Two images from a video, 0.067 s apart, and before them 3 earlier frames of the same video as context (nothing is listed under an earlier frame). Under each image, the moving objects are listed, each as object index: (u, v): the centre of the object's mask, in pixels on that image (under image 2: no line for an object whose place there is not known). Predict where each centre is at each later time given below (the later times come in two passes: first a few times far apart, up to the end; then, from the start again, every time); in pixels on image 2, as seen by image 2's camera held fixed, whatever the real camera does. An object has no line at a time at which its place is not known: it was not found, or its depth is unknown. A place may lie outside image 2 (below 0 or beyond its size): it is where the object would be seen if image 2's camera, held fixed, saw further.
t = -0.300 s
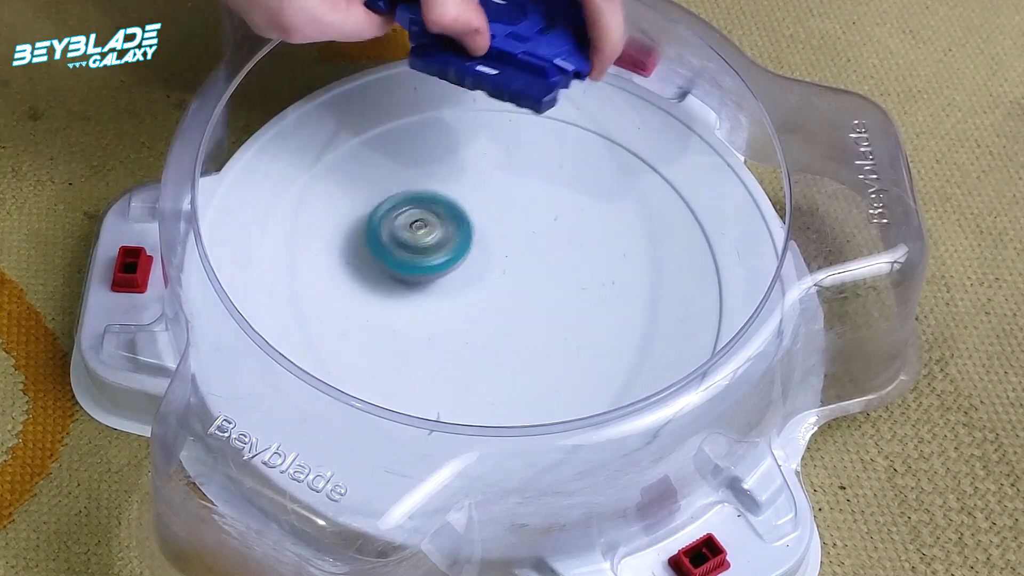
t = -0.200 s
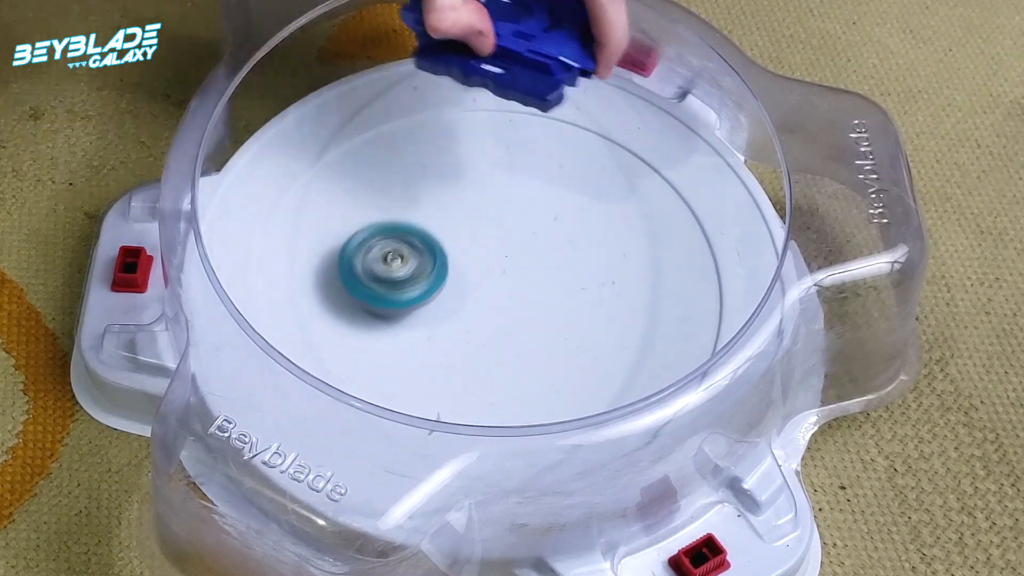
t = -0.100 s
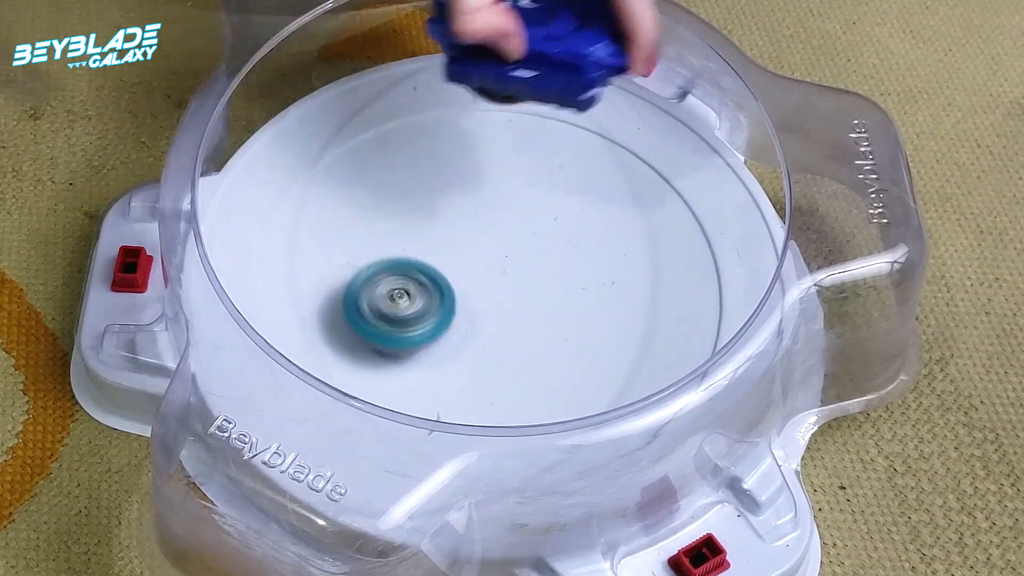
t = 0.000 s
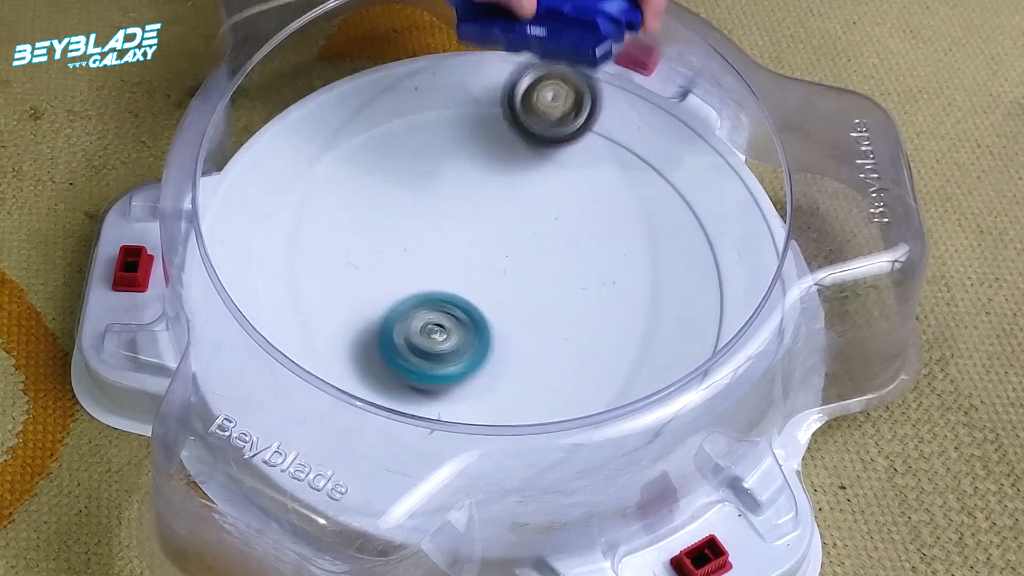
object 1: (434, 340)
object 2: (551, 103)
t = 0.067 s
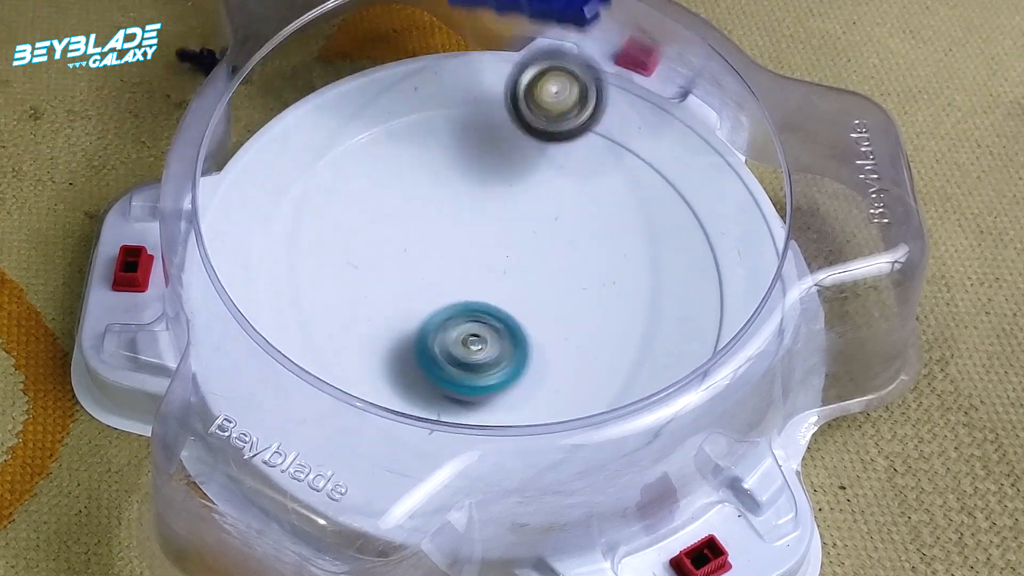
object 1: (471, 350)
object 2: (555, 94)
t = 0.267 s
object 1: (570, 306)
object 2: (559, 200)
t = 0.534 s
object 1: (543, 362)
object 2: (524, 126)
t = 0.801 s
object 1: (506, 449)
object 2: (484, 95)
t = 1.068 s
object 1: (516, 366)
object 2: (465, 202)
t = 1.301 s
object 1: (556, 351)
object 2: (485, 143)
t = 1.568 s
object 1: (453, 315)
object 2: (472, 202)
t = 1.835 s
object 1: (372, 336)
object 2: (601, 251)
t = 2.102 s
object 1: (436, 314)
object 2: (615, 201)
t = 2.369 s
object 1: (390, 277)
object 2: (553, 201)
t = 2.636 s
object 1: (356, 324)
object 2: (586, 217)
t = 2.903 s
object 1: (461, 254)
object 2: (614, 248)
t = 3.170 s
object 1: (392, 199)
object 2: (631, 214)
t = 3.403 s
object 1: (394, 255)
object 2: (504, 270)
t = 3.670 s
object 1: (424, 252)
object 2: (657, 379)
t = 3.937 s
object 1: (512, 229)
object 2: (640, 254)
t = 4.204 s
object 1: (389, 165)
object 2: (565, 324)
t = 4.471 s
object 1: (431, 261)
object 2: (612, 332)
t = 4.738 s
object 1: (448, 180)
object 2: (638, 363)
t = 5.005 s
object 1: (441, 240)
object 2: (523, 303)
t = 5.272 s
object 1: (410, 206)
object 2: (577, 429)
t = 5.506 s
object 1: (436, 250)
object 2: (577, 327)
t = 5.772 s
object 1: (298, 103)
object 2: (711, 361)
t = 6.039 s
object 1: (375, 216)
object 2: (606, 312)
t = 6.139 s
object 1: (417, 253)
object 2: (514, 305)
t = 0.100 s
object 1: (492, 350)
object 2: (556, 112)
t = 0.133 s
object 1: (512, 345)
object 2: (553, 143)
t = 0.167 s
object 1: (532, 336)
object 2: (555, 155)
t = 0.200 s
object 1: (549, 323)
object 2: (558, 171)
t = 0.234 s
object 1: (561, 310)
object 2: (558, 191)
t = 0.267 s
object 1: (570, 306)
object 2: (559, 200)
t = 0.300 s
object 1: (575, 325)
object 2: (559, 180)
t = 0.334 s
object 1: (578, 344)
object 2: (558, 163)
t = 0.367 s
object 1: (577, 356)
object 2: (557, 148)
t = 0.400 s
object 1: (573, 367)
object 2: (555, 136)
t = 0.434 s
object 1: (566, 371)
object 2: (551, 128)
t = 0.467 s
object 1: (558, 373)
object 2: (544, 123)
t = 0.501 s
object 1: (551, 370)
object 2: (535, 122)
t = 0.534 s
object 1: (543, 362)
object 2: (524, 126)
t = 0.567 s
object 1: (536, 351)
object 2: (513, 134)
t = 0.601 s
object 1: (530, 339)
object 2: (504, 149)
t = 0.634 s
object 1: (524, 323)
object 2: (496, 166)
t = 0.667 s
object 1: (520, 308)
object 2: (488, 187)
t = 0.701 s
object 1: (514, 313)
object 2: (485, 197)
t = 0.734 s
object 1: (509, 363)
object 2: (484, 154)
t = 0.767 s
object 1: (505, 406)
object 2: (484, 119)
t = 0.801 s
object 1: (506, 449)
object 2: (484, 95)
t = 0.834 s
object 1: (507, 471)
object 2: (482, 87)
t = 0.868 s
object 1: (508, 480)
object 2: (477, 94)
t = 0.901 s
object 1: (507, 473)
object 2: (473, 111)
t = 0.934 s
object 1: (509, 451)
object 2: (468, 128)
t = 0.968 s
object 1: (508, 440)
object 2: (463, 144)
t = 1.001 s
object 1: (510, 416)
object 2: (460, 163)
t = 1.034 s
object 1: (513, 390)
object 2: (461, 182)
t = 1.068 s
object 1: (516, 366)
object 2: (465, 202)
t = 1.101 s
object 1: (517, 339)
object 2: (474, 222)
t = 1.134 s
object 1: (534, 331)
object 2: (480, 205)
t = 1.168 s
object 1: (545, 344)
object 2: (483, 187)
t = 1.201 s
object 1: (553, 349)
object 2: (485, 170)
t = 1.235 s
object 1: (557, 352)
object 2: (487, 158)
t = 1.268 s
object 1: (559, 352)
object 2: (487, 148)
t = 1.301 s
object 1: (556, 351)
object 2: (485, 143)
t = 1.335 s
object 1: (550, 347)
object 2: (482, 140)
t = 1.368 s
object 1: (540, 342)
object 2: (475, 141)
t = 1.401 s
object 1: (528, 336)
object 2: (470, 144)
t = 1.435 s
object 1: (514, 331)
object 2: (466, 151)
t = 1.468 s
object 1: (500, 325)
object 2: (465, 160)
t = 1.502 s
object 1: (483, 321)
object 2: (464, 172)
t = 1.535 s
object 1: (468, 318)
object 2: (467, 187)
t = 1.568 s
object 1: (453, 315)
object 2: (472, 202)
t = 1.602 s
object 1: (439, 312)
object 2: (480, 216)
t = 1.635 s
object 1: (426, 311)
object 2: (490, 231)
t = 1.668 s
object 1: (409, 316)
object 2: (509, 239)
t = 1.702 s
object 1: (394, 322)
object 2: (529, 245)
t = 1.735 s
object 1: (383, 327)
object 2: (550, 249)
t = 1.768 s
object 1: (376, 332)
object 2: (570, 252)
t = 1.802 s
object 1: (372, 334)
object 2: (586, 252)
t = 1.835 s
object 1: (372, 336)
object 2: (601, 251)
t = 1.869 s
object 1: (375, 336)
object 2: (613, 249)
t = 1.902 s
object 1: (382, 335)
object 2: (621, 245)
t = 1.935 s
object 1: (390, 333)
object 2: (627, 239)
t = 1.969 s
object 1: (400, 330)
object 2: (629, 232)
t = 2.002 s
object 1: (409, 327)
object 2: (629, 225)
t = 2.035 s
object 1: (419, 323)
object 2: (627, 216)
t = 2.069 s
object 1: (428, 319)
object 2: (622, 209)
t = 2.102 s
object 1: (436, 314)
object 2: (615, 201)
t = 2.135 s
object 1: (443, 308)
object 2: (607, 196)
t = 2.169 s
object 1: (447, 302)
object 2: (595, 191)
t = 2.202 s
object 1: (451, 294)
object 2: (581, 190)
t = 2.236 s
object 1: (453, 286)
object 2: (564, 193)
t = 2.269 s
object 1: (453, 278)
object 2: (545, 199)
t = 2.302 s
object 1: (446, 271)
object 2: (532, 206)
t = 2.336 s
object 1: (416, 275)
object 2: (543, 202)
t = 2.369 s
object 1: (390, 277)
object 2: (553, 201)
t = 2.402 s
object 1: (367, 279)
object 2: (562, 202)
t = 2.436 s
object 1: (346, 281)
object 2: (569, 204)
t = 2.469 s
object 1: (331, 284)
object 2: (573, 206)
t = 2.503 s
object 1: (323, 290)
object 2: (577, 209)
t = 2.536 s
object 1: (321, 299)
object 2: (581, 211)
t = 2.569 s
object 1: (327, 309)
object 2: (584, 214)
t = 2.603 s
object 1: (340, 317)
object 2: (585, 215)
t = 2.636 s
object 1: (356, 324)
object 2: (586, 217)
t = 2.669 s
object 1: (376, 326)
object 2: (587, 219)
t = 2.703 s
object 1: (398, 323)
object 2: (586, 222)
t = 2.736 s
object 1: (419, 316)
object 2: (585, 225)
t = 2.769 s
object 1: (439, 306)
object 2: (583, 230)
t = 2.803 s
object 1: (458, 294)
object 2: (582, 235)
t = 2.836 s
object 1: (474, 279)
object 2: (579, 243)
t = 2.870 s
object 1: (470, 266)
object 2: (596, 246)
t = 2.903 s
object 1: (461, 254)
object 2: (614, 248)
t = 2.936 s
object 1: (454, 241)
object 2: (628, 247)
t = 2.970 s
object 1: (447, 228)
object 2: (638, 244)
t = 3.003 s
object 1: (440, 216)
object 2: (644, 240)
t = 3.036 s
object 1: (431, 207)
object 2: (648, 234)
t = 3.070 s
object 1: (421, 200)
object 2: (649, 229)
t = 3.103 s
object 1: (411, 196)
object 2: (646, 223)
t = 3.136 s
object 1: (401, 196)
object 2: (641, 218)
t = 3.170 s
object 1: (392, 199)
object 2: (631, 214)
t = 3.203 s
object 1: (385, 204)
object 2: (615, 214)
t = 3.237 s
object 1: (381, 213)
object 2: (595, 215)
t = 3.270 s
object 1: (380, 222)
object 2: (575, 221)
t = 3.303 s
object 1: (381, 232)
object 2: (555, 230)
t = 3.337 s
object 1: (384, 240)
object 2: (535, 242)
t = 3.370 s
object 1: (389, 248)
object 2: (516, 254)
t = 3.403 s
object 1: (394, 255)
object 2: (504, 270)
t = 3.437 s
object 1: (385, 254)
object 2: (511, 294)
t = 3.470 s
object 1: (379, 251)
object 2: (521, 320)
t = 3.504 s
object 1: (378, 249)
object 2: (537, 344)
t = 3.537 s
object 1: (384, 248)
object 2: (557, 366)
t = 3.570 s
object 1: (392, 248)
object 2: (581, 377)
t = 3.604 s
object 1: (402, 248)
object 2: (606, 380)
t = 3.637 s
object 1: (413, 250)
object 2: (634, 389)
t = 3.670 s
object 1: (424, 252)
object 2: (657, 379)
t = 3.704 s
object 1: (434, 255)
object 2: (676, 372)
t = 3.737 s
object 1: (444, 257)
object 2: (691, 360)
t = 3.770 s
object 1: (456, 256)
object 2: (709, 346)
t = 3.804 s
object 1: (468, 254)
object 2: (704, 328)
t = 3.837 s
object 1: (480, 250)
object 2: (707, 316)
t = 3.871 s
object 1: (492, 246)
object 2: (694, 298)
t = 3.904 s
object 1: (503, 238)
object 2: (671, 275)
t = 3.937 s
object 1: (512, 229)
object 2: (640, 254)
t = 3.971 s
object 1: (512, 217)
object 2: (613, 243)
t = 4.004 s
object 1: (481, 193)
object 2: (611, 247)
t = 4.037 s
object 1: (454, 173)
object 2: (603, 255)
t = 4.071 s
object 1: (431, 159)
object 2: (593, 266)
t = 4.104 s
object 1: (414, 152)
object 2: (582, 279)
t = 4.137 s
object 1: (402, 151)
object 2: (572, 293)
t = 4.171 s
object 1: (394, 156)
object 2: (566, 308)
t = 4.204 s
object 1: (389, 165)
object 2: (565, 324)
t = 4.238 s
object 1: (387, 178)
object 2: (569, 338)
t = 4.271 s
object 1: (388, 190)
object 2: (575, 350)
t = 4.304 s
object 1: (390, 204)
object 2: (586, 358)
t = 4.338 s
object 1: (396, 218)
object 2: (599, 362)
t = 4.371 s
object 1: (402, 231)
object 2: (611, 360)
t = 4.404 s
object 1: (411, 243)
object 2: (618, 353)
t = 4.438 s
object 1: (420, 253)
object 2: (619, 342)
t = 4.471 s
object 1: (431, 261)
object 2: (612, 332)
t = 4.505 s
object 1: (445, 268)
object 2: (598, 322)
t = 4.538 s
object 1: (462, 271)
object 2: (577, 314)
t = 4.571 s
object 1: (463, 259)
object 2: (571, 321)
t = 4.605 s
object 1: (453, 235)
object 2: (580, 341)
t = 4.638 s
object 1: (447, 214)
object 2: (594, 356)
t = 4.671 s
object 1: (444, 197)
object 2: (608, 366)
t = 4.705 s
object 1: (445, 186)
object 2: (623, 367)
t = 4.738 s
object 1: (448, 180)
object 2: (638, 363)
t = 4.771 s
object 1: (450, 178)
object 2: (649, 356)
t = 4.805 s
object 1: (452, 181)
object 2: (654, 348)
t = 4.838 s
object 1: (451, 187)
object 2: (650, 337)
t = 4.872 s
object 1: (448, 198)
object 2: (635, 322)
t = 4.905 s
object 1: (447, 210)
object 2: (612, 311)
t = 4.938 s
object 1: (447, 220)
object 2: (583, 304)
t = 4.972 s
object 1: (444, 232)
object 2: (555, 301)
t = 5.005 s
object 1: (441, 240)
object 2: (523, 303)
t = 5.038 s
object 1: (420, 225)
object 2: (515, 330)
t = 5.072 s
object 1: (403, 210)
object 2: (511, 357)
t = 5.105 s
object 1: (392, 199)
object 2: (513, 382)
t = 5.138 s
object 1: (387, 190)
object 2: (518, 405)
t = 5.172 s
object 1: (387, 187)
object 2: (532, 424)
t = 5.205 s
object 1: (392, 188)
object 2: (546, 439)
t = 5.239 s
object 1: (400, 195)
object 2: (564, 434)
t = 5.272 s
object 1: (410, 206)
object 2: (577, 429)
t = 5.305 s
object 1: (421, 218)
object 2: (589, 413)
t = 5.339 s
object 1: (431, 231)
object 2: (597, 385)
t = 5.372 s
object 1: (442, 245)
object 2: (603, 374)
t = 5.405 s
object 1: (449, 257)
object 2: (600, 357)
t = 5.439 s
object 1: (457, 269)
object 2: (583, 336)
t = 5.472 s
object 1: (466, 279)
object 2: (562, 318)
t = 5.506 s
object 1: (436, 250)
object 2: (577, 327)
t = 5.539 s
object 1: (396, 214)
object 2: (610, 360)
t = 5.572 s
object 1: (363, 175)
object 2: (634, 367)
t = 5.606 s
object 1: (334, 138)
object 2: (655, 366)
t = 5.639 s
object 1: (320, 111)
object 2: (665, 359)
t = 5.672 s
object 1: (307, 98)
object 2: (682, 366)
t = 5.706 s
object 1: (299, 93)
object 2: (700, 367)
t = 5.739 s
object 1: (297, 96)
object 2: (709, 368)
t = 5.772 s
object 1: (298, 103)
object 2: (711, 361)
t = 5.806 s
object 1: (303, 112)
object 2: (697, 351)
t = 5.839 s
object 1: (309, 122)
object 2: (718, 360)
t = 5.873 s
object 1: (316, 133)
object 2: (712, 352)
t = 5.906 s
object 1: (326, 150)
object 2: (695, 344)
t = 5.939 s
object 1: (335, 166)
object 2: (675, 341)
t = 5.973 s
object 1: (347, 184)
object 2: (661, 333)
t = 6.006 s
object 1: (361, 200)
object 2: (638, 320)
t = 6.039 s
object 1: (375, 216)
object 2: (606, 312)
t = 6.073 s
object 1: (390, 231)
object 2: (576, 304)
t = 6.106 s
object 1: (405, 244)
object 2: (542, 302)
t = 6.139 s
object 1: (417, 253)
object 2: (514, 305)
